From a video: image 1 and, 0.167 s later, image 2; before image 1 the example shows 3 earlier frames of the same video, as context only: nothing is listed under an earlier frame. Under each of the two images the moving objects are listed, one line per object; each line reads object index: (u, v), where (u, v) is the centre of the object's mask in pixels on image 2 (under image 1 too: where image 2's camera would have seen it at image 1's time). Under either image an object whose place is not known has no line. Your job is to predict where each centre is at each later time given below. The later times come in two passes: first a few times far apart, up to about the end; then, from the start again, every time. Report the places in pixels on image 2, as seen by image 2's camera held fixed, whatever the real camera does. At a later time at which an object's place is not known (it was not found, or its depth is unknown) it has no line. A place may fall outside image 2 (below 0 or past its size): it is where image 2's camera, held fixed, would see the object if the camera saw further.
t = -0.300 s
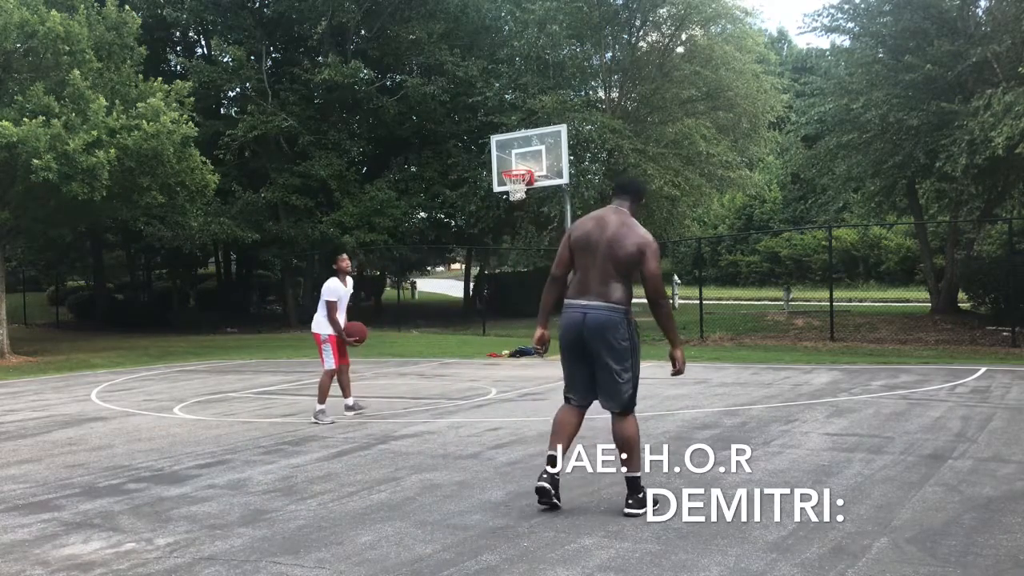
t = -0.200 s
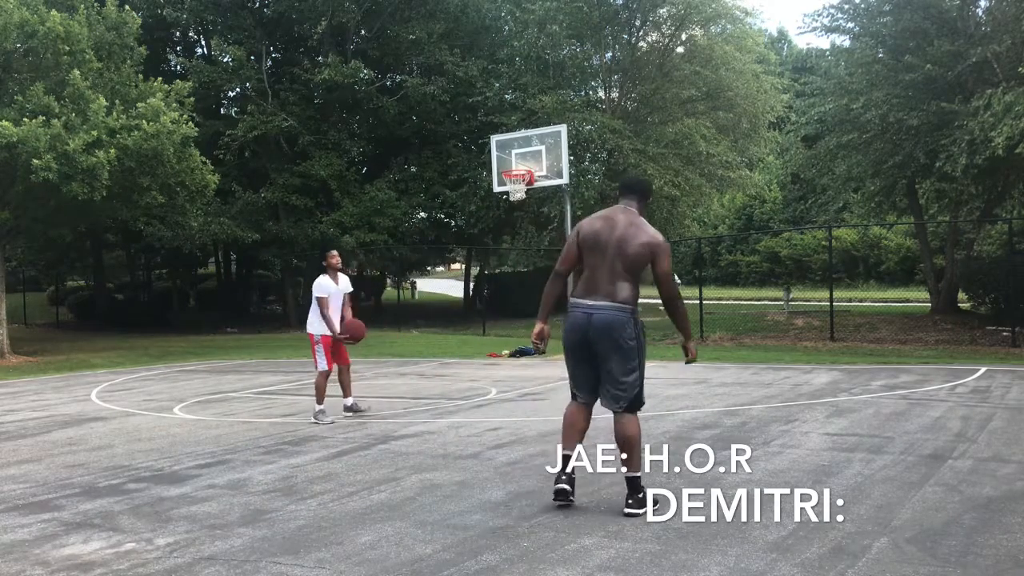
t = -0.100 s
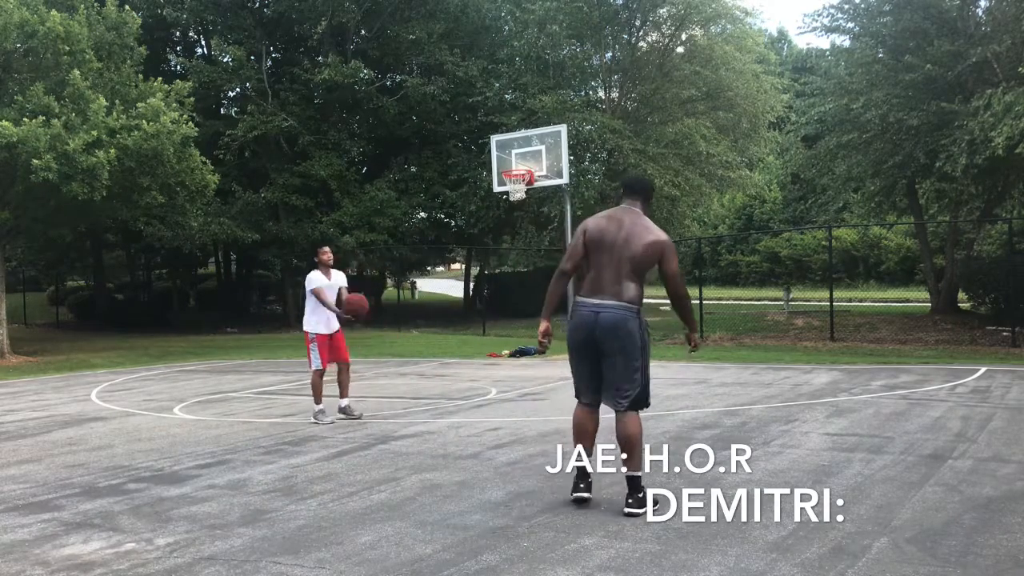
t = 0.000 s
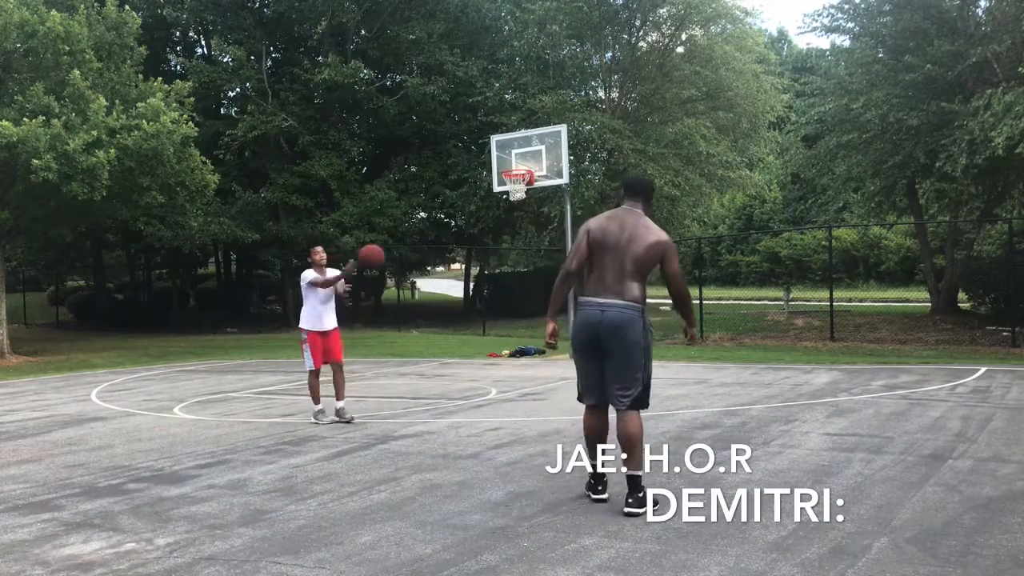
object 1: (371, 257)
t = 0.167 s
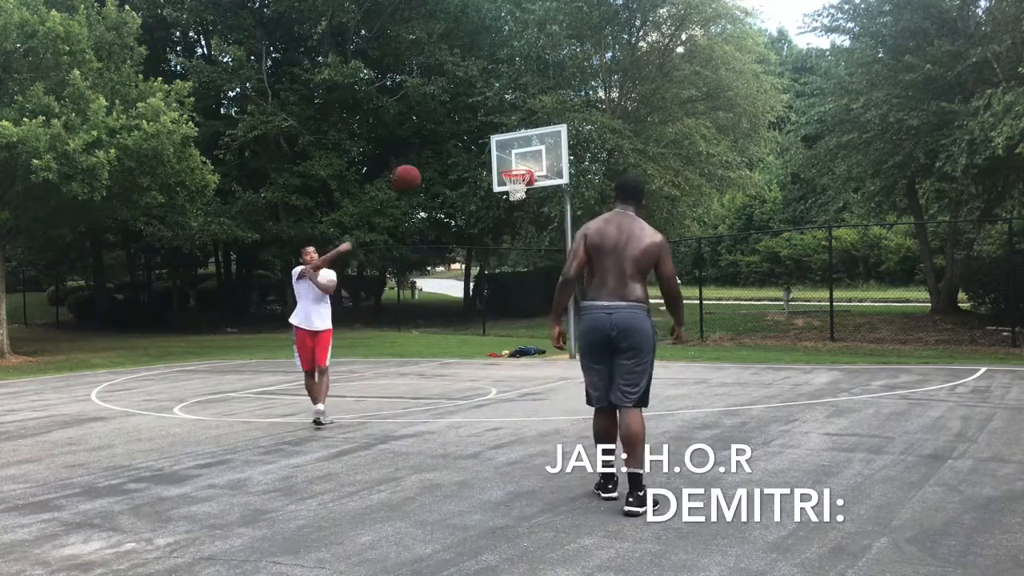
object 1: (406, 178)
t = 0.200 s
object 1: (413, 165)
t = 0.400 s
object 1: (461, 114)
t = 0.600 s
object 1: (513, 110)
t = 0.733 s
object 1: (551, 135)
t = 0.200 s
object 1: (413, 165)
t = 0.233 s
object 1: (421, 152)
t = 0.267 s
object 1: (429, 142)
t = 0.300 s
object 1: (436, 133)
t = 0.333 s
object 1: (445, 125)
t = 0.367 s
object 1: (453, 118)
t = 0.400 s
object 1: (461, 114)
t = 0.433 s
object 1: (469, 109)
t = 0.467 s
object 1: (477, 106)
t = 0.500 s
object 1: (486, 105)
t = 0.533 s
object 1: (495, 105)
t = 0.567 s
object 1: (504, 106)
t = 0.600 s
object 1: (513, 110)
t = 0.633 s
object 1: (523, 113)
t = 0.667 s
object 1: (533, 119)
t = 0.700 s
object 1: (541, 126)
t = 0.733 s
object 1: (551, 135)
